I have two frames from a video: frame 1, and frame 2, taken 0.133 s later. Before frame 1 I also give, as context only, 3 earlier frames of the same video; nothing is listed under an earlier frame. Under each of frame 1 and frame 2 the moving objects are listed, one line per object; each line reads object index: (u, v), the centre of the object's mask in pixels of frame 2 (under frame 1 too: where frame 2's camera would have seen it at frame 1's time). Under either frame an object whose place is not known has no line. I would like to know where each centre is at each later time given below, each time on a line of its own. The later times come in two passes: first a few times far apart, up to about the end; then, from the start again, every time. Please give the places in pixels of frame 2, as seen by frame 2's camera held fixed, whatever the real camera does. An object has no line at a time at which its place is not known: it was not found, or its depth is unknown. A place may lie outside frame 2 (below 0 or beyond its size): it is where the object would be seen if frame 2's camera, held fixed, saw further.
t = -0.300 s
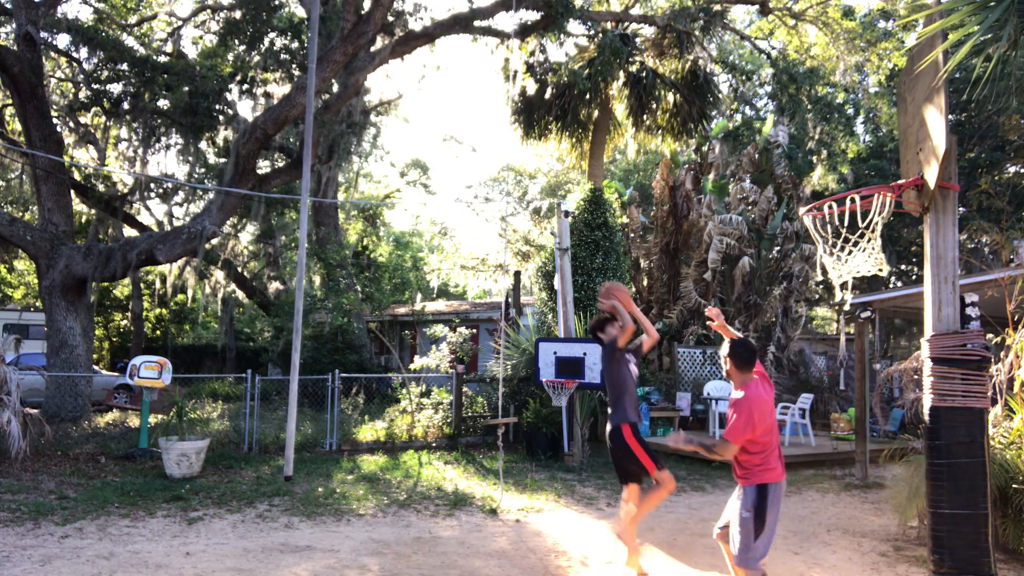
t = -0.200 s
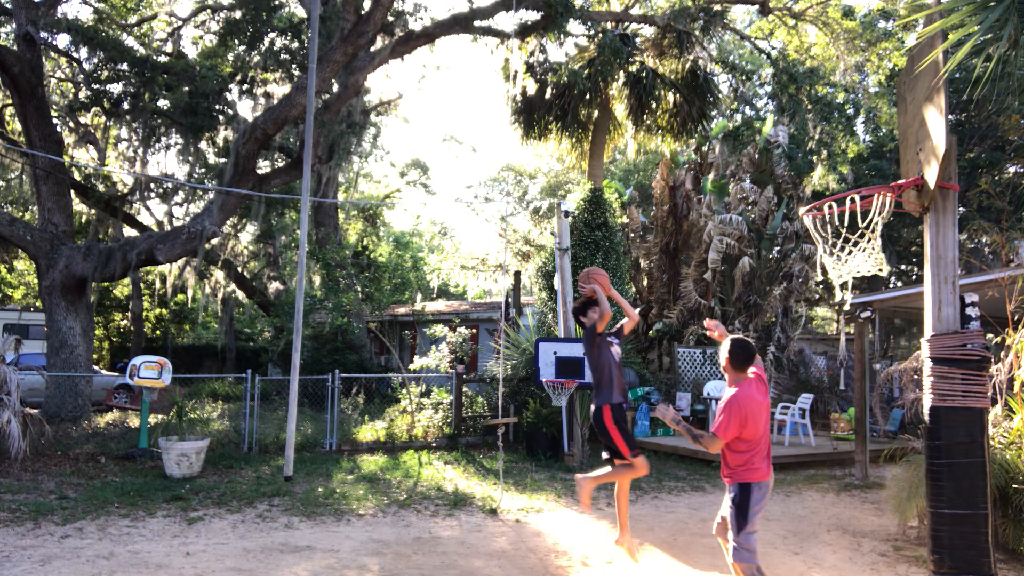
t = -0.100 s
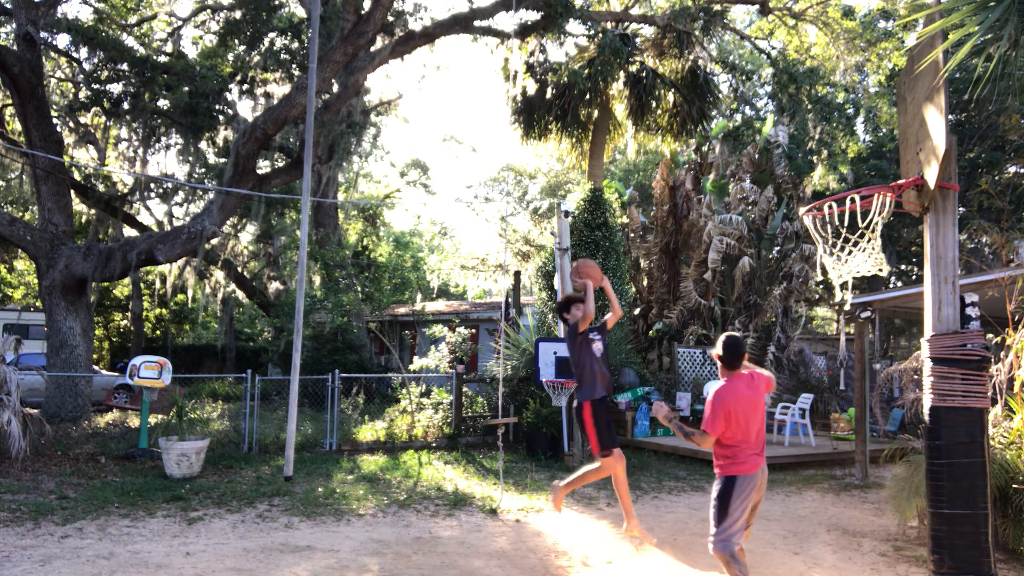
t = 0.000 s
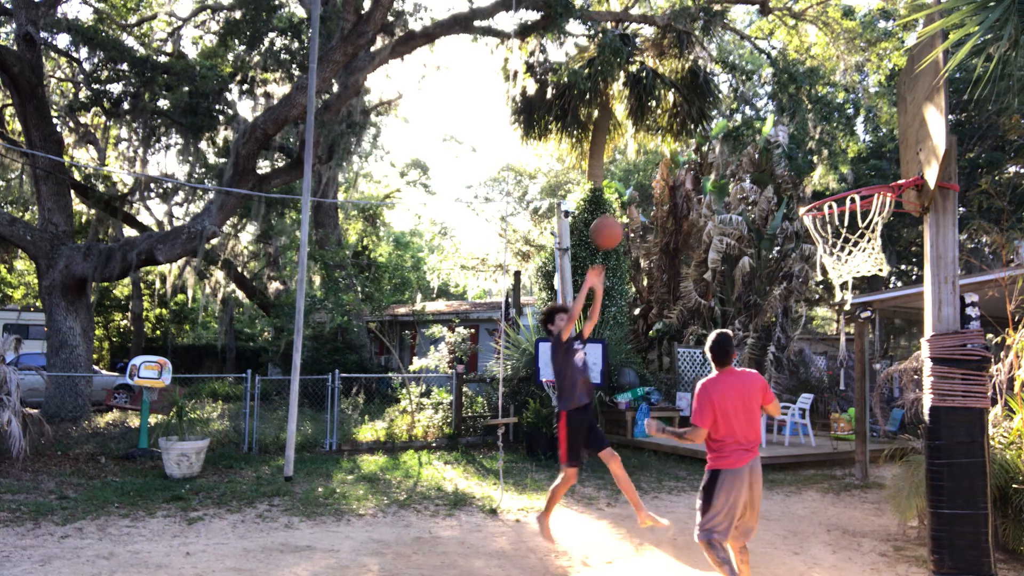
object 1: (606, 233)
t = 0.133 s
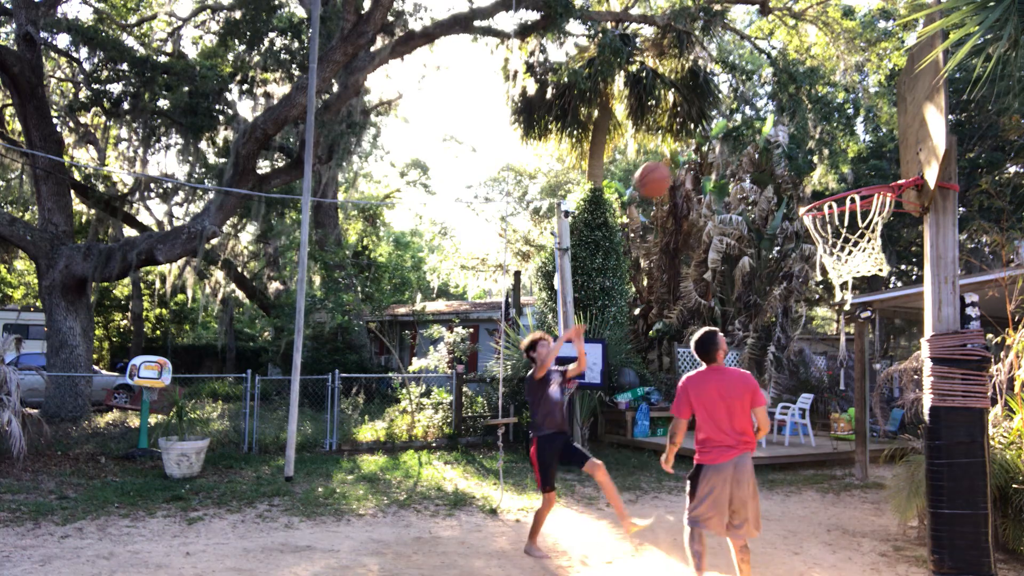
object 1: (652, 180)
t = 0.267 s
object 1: (704, 147)
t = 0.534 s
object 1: (831, 162)
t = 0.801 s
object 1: (827, 179)
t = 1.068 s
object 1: (799, 210)
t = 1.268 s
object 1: (791, 290)
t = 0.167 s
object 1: (664, 170)
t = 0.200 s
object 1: (677, 161)
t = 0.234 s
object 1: (691, 153)
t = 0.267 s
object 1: (704, 147)
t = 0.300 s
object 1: (718, 143)
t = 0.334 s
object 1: (733, 140)
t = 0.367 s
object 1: (747, 139)
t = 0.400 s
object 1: (763, 140)
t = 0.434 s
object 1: (779, 142)
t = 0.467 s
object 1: (795, 147)
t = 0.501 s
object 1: (812, 153)
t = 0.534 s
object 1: (831, 162)
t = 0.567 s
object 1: (849, 171)
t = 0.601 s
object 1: (853, 173)
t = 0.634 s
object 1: (849, 170)
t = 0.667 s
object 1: (845, 169)
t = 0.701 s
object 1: (840, 169)
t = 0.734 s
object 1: (836, 171)
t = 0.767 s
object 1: (831, 174)
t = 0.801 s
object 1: (827, 179)
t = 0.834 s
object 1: (822, 185)
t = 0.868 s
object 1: (818, 190)
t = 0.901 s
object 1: (816, 189)
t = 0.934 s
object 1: (814, 191)
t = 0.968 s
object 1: (811, 193)
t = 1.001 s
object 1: (808, 196)
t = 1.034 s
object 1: (803, 201)
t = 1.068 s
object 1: (799, 210)
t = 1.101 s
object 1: (796, 223)
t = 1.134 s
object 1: (796, 235)
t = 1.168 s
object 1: (797, 245)
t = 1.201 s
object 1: (796, 258)
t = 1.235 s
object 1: (794, 273)
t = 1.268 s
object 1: (791, 290)
